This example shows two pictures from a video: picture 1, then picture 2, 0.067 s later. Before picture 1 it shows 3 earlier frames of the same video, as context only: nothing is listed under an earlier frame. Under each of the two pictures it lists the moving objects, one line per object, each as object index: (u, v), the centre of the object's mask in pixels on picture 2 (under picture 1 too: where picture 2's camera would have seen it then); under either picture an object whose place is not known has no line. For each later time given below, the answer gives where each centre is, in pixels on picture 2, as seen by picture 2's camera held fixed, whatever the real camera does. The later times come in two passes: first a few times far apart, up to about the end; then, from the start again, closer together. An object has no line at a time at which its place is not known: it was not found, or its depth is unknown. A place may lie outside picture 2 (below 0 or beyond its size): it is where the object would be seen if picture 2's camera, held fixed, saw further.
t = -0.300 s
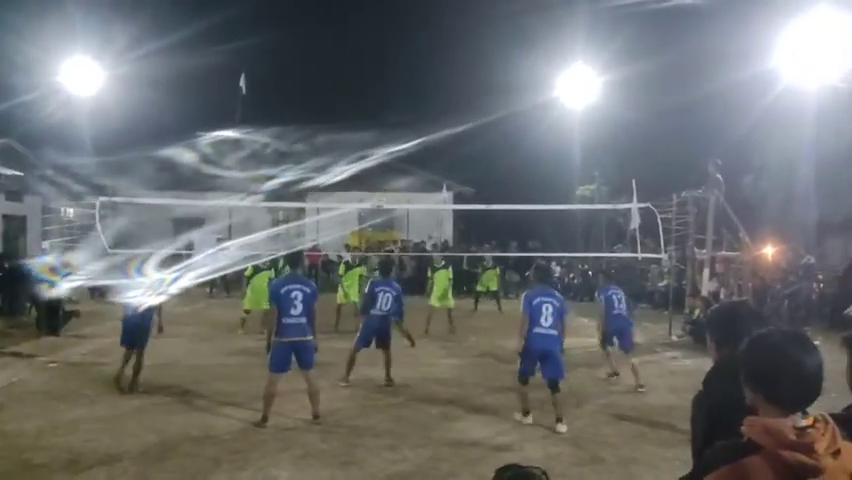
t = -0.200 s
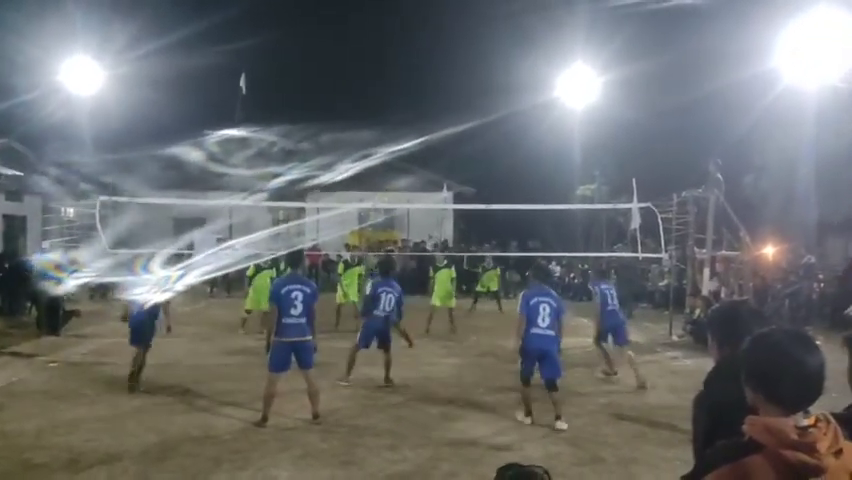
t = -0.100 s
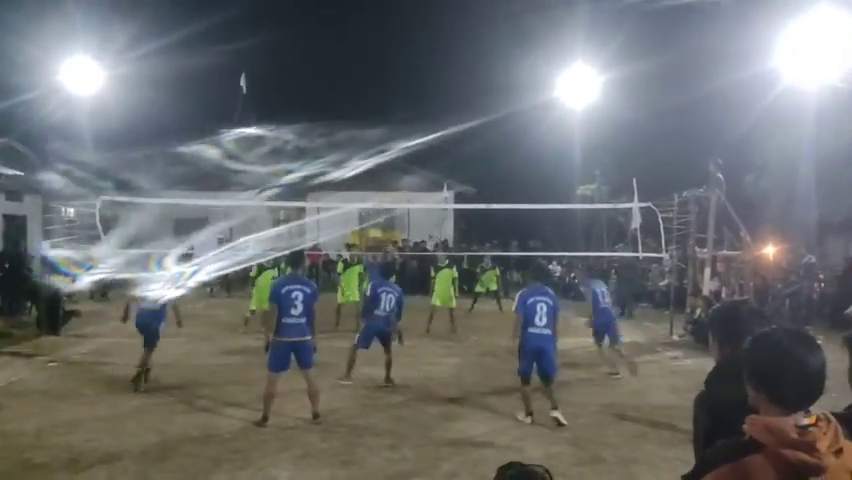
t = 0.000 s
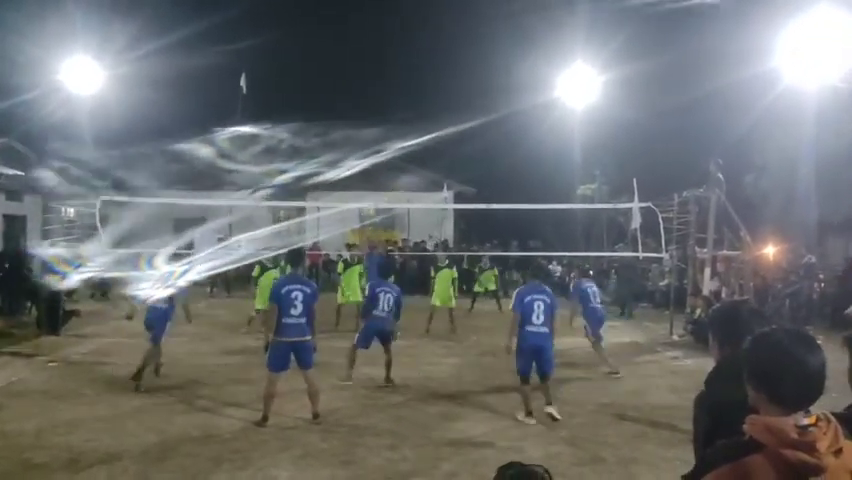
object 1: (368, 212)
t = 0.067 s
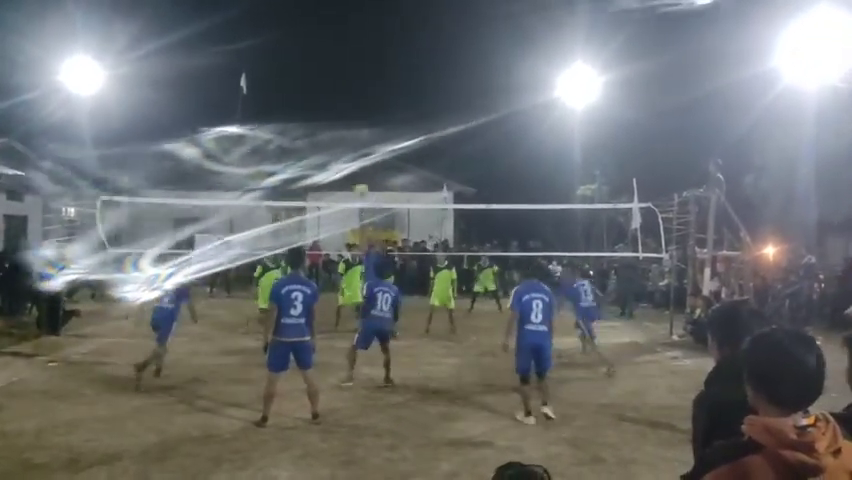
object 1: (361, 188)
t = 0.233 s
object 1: (345, 147)
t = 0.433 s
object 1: (326, 117)
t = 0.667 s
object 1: (303, 112)
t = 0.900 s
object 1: (282, 139)
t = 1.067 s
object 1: (267, 176)
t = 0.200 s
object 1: (347, 154)
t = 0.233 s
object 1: (345, 147)
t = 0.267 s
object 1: (342, 140)
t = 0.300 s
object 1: (338, 134)
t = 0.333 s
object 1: (335, 129)
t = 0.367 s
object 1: (332, 124)
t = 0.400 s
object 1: (329, 120)
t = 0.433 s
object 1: (326, 117)
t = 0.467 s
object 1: (323, 115)
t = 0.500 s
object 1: (319, 113)
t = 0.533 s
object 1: (316, 111)
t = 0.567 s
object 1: (313, 111)
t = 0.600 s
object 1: (310, 111)
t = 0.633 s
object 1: (307, 110)
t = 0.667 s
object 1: (303, 112)
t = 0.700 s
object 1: (300, 113)
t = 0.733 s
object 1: (297, 116)
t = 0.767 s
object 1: (294, 119)
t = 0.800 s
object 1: (291, 123)
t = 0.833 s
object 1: (287, 127)
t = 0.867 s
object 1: (284, 132)
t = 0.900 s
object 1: (282, 139)
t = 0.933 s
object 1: (279, 145)
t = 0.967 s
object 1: (275, 152)
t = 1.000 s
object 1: (272, 158)
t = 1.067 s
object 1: (267, 176)
